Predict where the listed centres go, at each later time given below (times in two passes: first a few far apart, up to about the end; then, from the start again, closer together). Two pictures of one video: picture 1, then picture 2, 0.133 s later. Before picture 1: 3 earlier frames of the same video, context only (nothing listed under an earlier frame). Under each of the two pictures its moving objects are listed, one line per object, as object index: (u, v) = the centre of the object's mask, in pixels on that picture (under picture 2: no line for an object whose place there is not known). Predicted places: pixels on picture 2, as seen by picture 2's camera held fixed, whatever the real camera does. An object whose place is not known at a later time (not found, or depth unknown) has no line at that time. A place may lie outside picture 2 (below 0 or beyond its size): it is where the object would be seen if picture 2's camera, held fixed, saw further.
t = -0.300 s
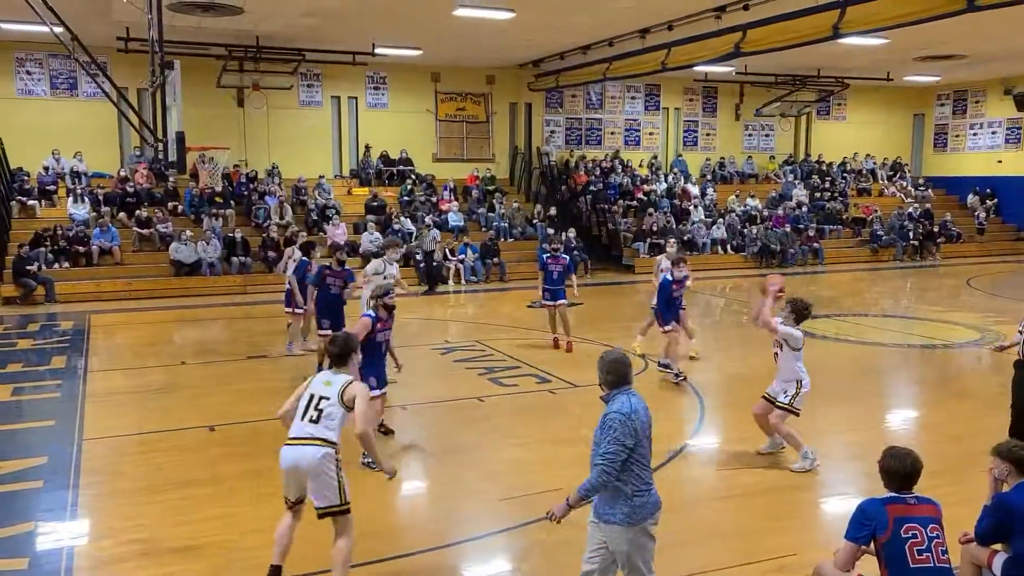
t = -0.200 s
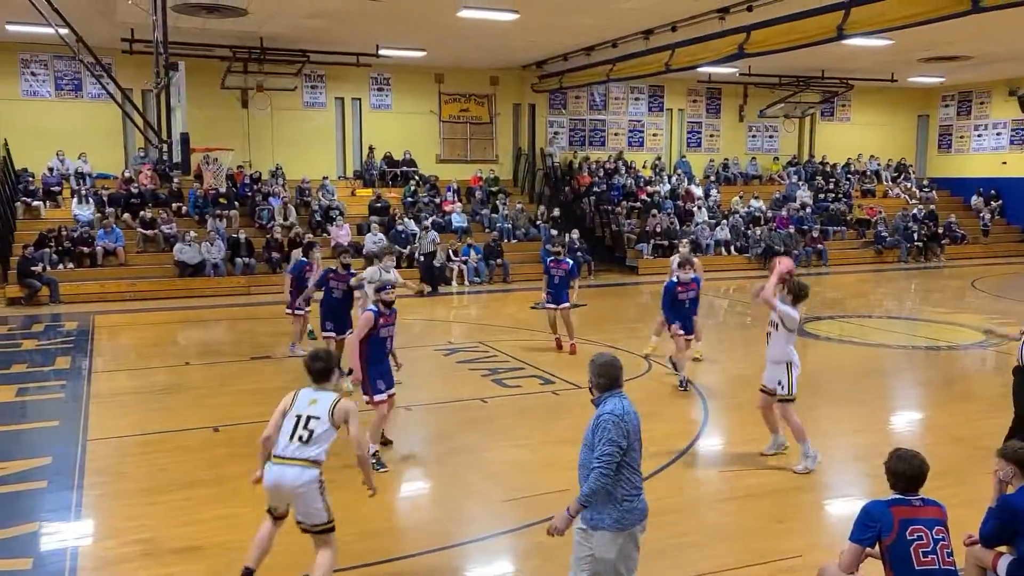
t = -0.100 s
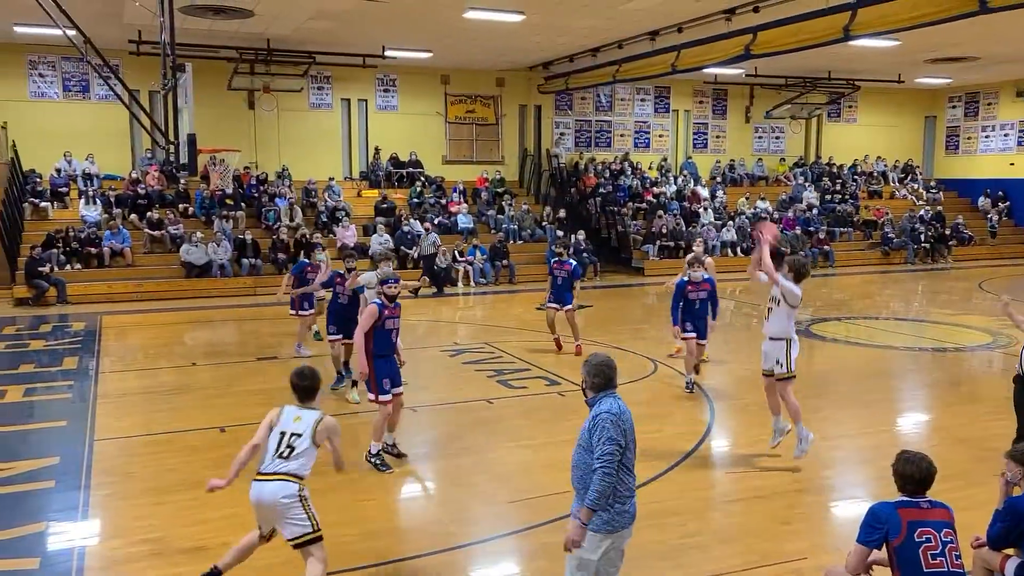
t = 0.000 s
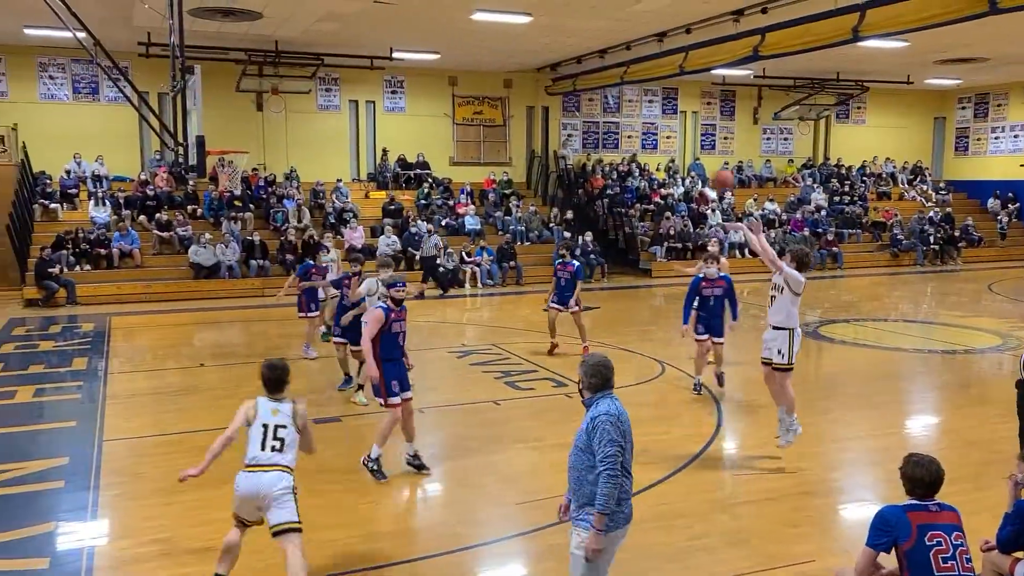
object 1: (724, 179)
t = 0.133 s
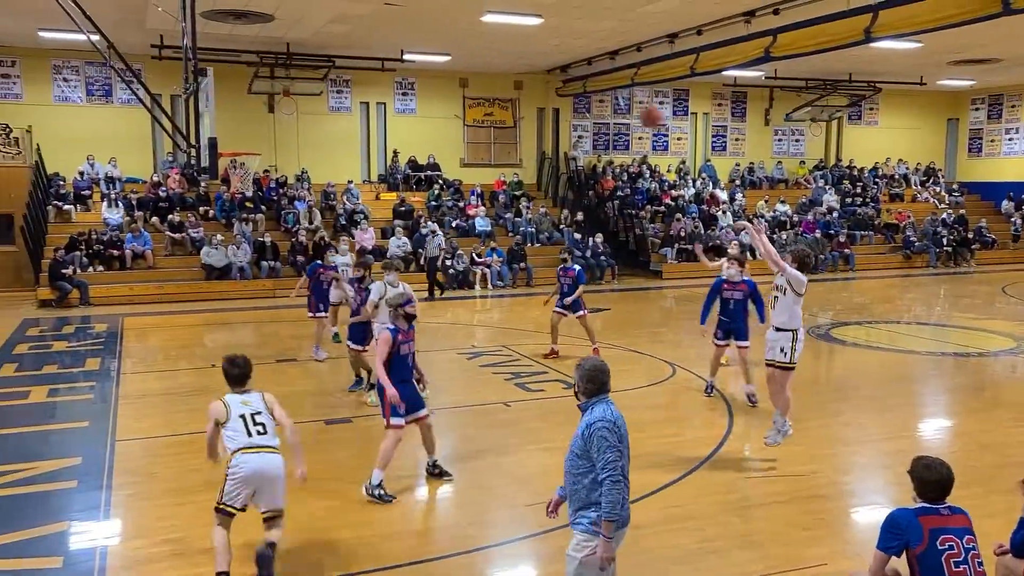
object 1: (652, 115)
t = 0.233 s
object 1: (596, 80)
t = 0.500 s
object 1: (458, 35)
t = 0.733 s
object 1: (356, 49)
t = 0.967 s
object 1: (263, 107)
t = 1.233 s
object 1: (233, 95)
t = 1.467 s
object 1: (246, 58)
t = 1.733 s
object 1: (262, 69)
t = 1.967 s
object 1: (277, 119)
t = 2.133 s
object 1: (288, 173)
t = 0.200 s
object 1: (613, 91)
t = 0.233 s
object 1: (596, 80)
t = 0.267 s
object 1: (576, 69)
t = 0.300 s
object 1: (560, 61)
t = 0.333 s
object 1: (541, 55)
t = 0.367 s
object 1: (524, 50)
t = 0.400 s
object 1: (507, 44)
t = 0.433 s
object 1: (490, 40)
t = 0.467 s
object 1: (474, 38)
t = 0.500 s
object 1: (458, 35)
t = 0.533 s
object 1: (442, 34)
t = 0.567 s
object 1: (427, 35)
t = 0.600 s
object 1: (412, 36)
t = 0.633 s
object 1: (398, 39)
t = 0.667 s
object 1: (383, 42)
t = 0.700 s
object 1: (369, 45)
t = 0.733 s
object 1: (356, 49)
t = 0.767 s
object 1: (342, 56)
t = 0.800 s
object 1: (327, 63)
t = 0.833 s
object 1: (314, 69)
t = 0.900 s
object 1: (290, 88)
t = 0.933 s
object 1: (275, 98)
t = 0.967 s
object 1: (263, 107)
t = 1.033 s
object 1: (241, 131)
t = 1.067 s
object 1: (230, 142)
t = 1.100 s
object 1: (228, 137)
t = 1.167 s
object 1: (231, 115)
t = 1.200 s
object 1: (232, 103)
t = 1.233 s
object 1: (233, 95)
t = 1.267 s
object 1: (233, 87)
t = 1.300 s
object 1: (234, 80)
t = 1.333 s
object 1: (237, 75)
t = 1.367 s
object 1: (239, 68)
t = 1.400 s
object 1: (242, 64)
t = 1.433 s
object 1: (244, 61)
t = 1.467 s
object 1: (246, 58)
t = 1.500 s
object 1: (247, 57)
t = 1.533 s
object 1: (249, 56)
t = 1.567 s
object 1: (252, 56)
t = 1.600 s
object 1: (254, 57)
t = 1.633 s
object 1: (256, 60)
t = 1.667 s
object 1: (258, 62)
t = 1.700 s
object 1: (260, 66)
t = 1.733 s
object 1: (262, 69)
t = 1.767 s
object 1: (266, 73)
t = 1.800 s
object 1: (267, 79)
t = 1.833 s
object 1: (268, 89)
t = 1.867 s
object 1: (272, 96)
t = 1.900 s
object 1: (275, 101)
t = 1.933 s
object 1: (276, 110)
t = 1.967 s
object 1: (277, 119)
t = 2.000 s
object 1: (279, 129)
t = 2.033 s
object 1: (280, 139)
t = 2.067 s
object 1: (284, 149)
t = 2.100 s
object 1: (283, 160)
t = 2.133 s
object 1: (288, 173)
